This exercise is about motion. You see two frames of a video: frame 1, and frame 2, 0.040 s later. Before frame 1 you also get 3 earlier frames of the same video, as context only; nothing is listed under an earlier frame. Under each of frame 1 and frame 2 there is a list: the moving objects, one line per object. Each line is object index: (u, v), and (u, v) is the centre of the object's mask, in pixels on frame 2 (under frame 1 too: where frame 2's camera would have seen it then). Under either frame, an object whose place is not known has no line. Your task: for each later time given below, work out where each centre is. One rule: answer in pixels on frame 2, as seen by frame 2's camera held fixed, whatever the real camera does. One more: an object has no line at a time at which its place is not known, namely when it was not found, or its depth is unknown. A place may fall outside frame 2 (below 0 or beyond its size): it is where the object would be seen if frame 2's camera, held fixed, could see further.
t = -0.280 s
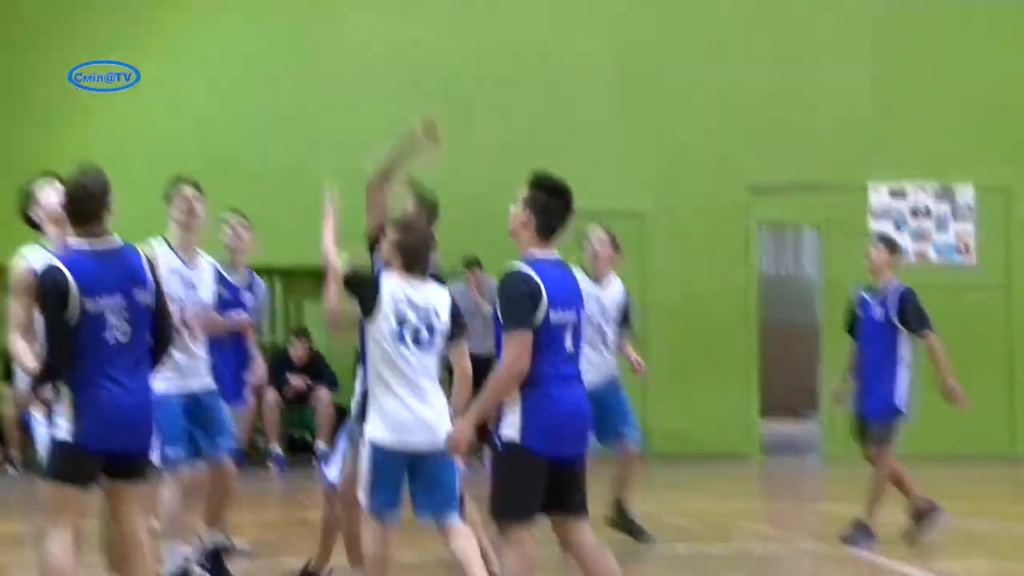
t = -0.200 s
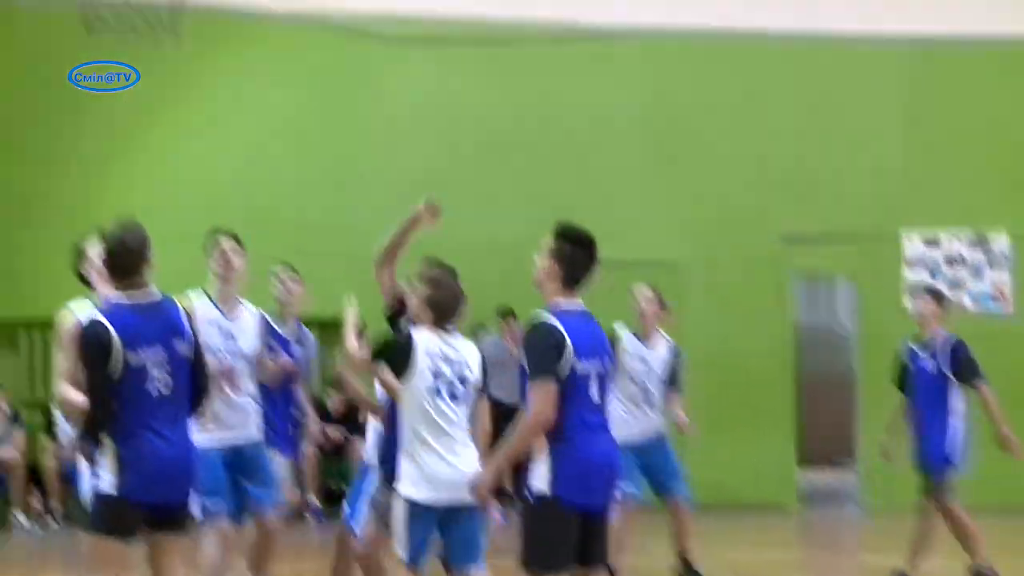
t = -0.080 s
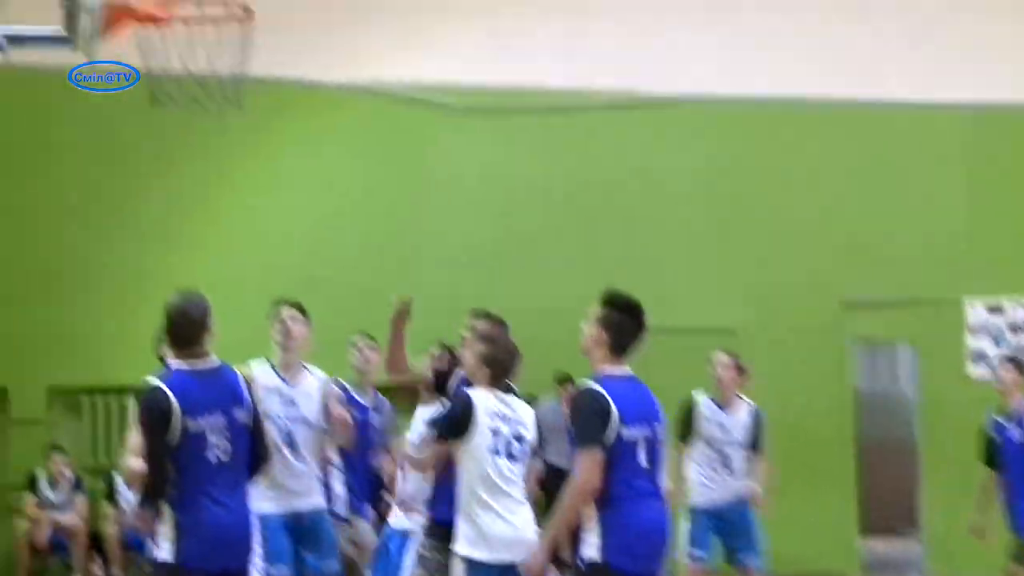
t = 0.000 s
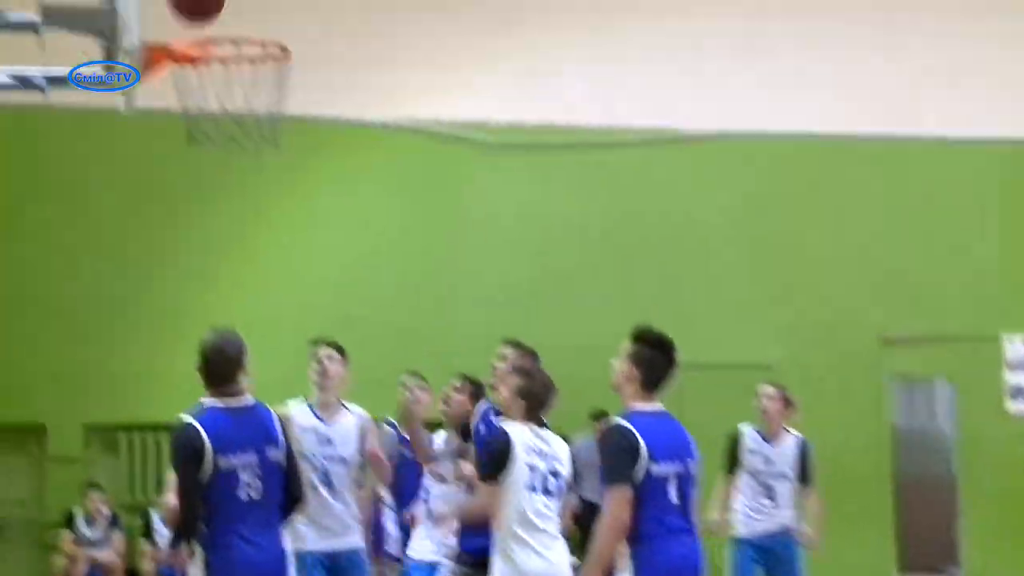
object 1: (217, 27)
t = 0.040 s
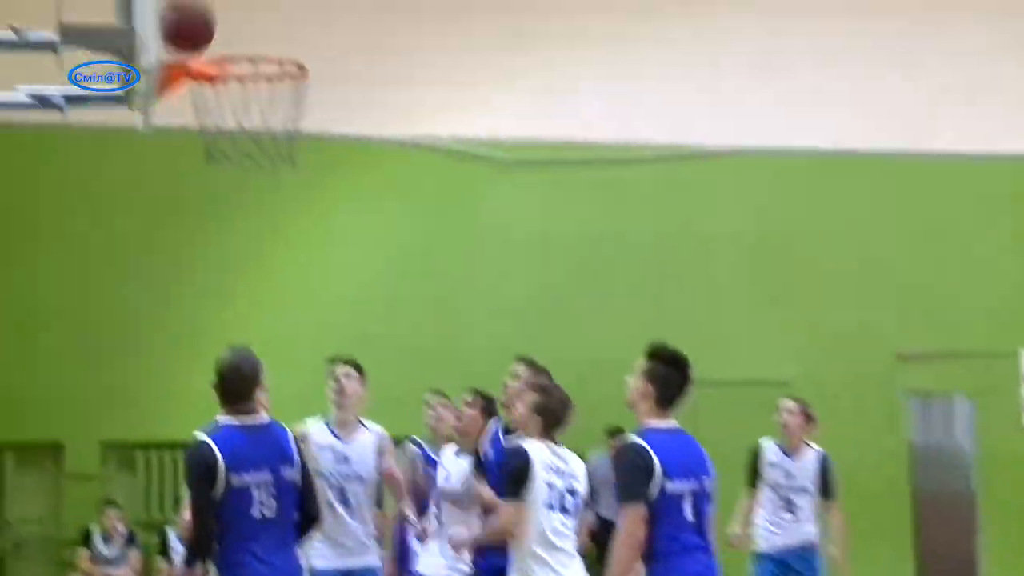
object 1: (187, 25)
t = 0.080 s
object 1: (189, 36)
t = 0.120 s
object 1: (207, 29)
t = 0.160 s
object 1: (222, 20)
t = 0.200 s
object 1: (236, 15)
